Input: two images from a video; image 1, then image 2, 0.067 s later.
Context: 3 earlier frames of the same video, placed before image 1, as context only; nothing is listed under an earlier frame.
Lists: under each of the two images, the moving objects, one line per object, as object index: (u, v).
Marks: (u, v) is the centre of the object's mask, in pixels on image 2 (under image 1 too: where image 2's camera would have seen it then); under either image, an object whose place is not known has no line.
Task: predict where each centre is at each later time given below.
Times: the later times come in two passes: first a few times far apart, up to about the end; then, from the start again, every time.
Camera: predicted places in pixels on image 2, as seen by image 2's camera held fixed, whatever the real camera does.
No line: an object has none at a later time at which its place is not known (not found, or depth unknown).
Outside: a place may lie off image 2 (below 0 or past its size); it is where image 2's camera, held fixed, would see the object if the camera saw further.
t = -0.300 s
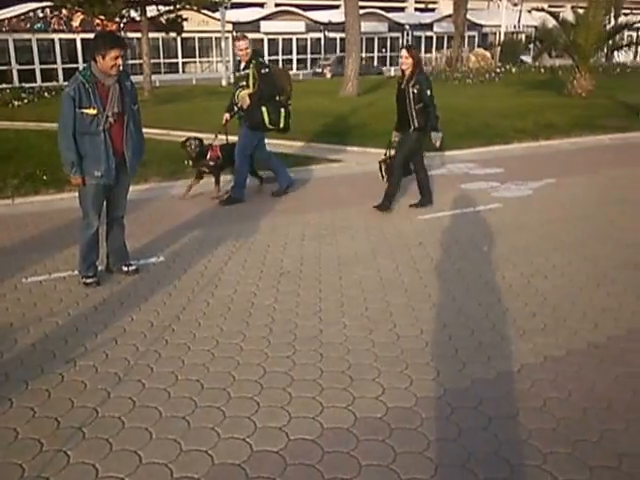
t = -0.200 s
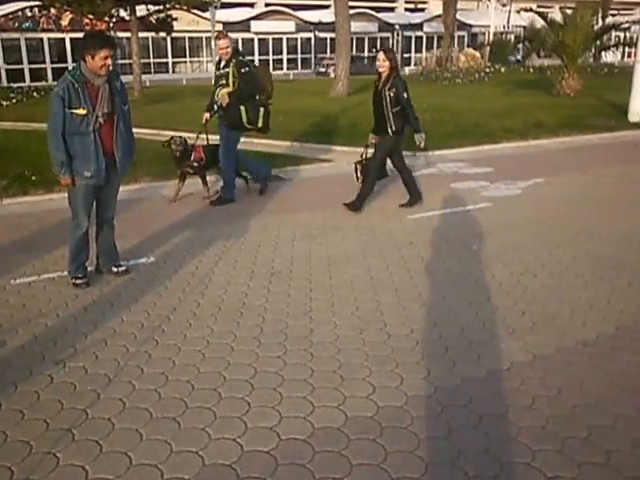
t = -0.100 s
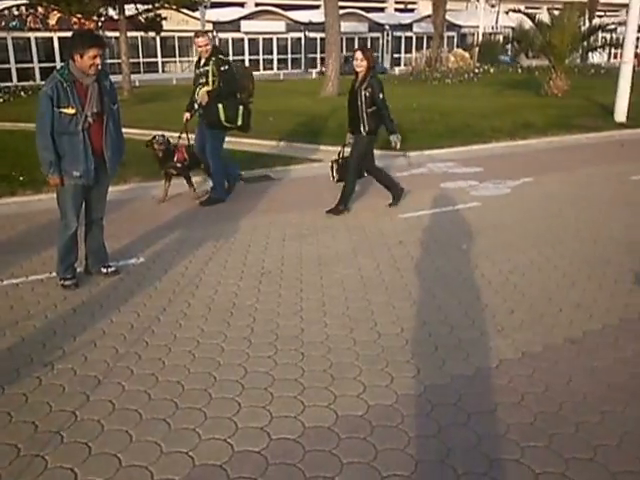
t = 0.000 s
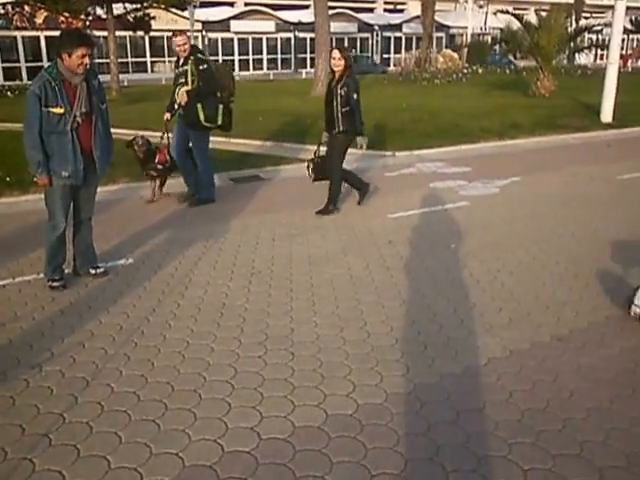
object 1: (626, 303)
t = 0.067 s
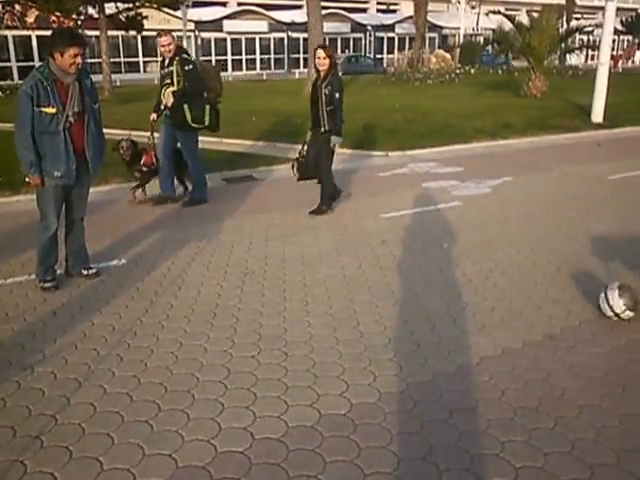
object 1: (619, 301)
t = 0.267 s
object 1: (558, 300)
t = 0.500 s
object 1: (490, 297)
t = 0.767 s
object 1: (414, 293)
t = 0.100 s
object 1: (608, 301)
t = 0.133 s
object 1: (598, 300)
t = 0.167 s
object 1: (588, 300)
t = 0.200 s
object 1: (578, 300)
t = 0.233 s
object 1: (568, 300)
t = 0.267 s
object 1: (558, 300)
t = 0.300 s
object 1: (549, 299)
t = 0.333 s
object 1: (539, 299)
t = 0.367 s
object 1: (529, 298)
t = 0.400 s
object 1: (519, 298)
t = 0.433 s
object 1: (509, 298)
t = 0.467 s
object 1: (500, 297)
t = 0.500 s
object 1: (490, 297)
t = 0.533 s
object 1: (480, 297)
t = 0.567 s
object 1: (471, 297)
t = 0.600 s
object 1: (462, 296)
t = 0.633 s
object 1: (452, 296)
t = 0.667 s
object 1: (443, 296)
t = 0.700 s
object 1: (433, 295)
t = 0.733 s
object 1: (424, 294)
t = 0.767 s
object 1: (414, 293)
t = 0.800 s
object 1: (405, 293)
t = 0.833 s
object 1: (396, 293)
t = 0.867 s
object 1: (387, 292)
